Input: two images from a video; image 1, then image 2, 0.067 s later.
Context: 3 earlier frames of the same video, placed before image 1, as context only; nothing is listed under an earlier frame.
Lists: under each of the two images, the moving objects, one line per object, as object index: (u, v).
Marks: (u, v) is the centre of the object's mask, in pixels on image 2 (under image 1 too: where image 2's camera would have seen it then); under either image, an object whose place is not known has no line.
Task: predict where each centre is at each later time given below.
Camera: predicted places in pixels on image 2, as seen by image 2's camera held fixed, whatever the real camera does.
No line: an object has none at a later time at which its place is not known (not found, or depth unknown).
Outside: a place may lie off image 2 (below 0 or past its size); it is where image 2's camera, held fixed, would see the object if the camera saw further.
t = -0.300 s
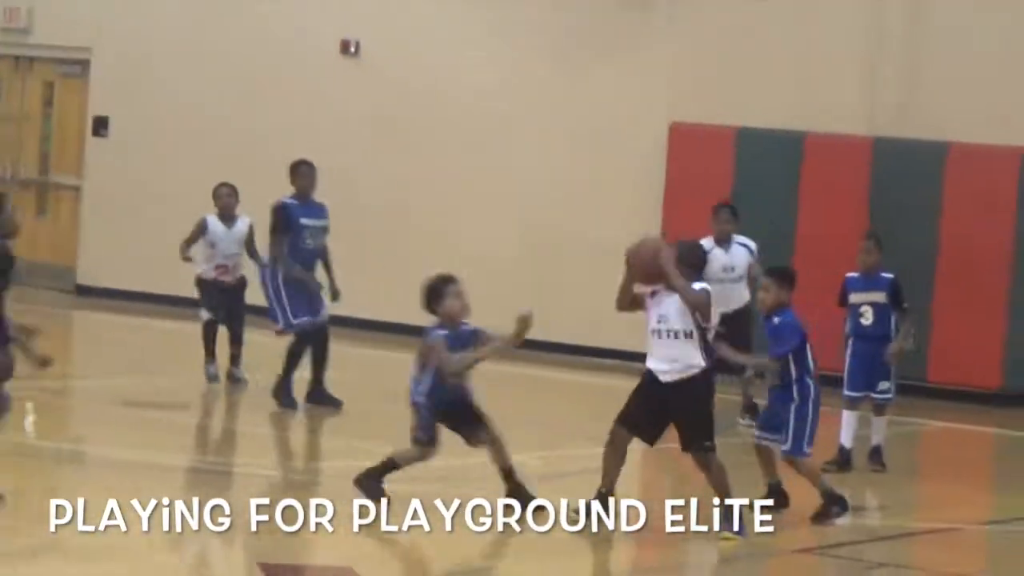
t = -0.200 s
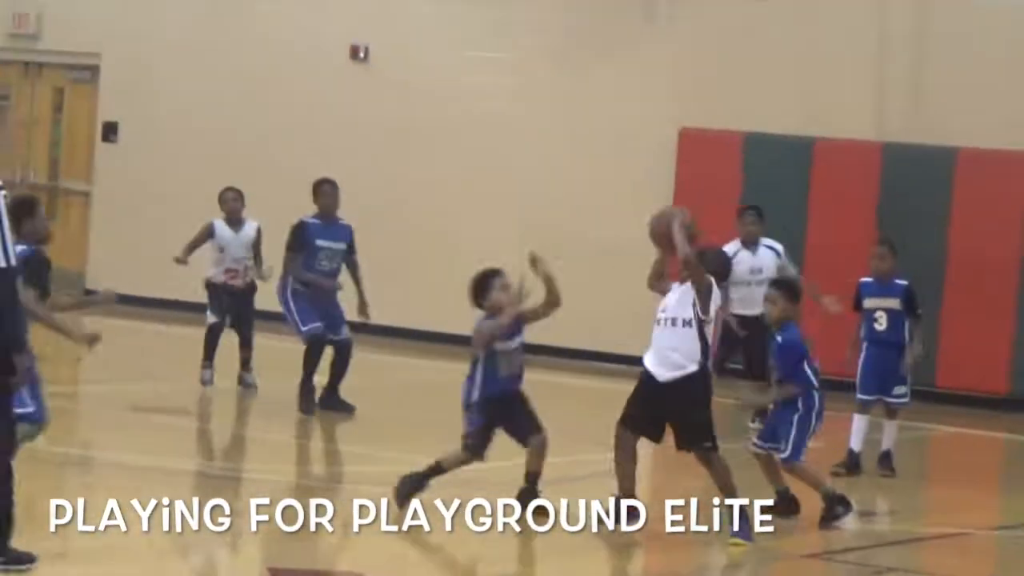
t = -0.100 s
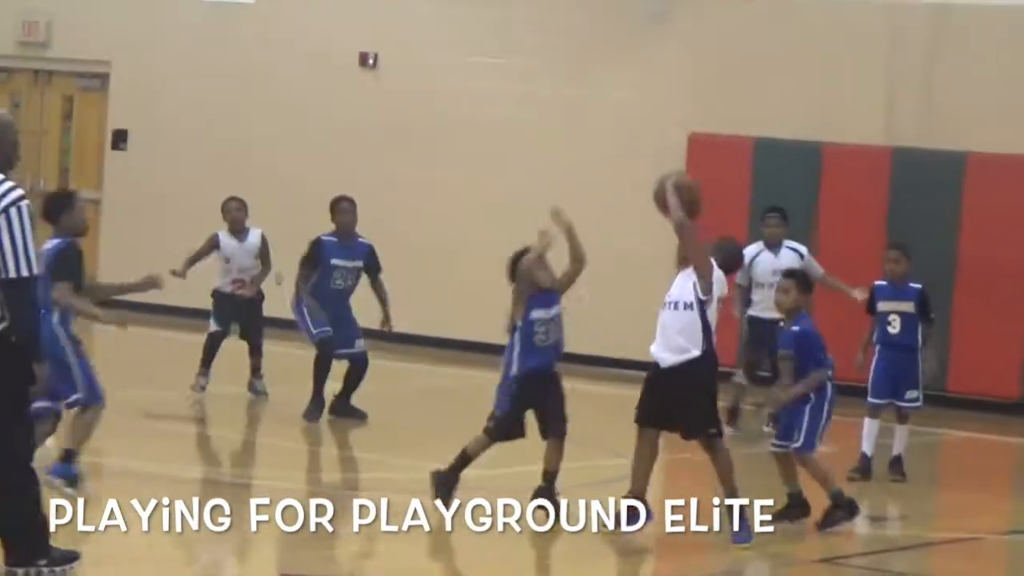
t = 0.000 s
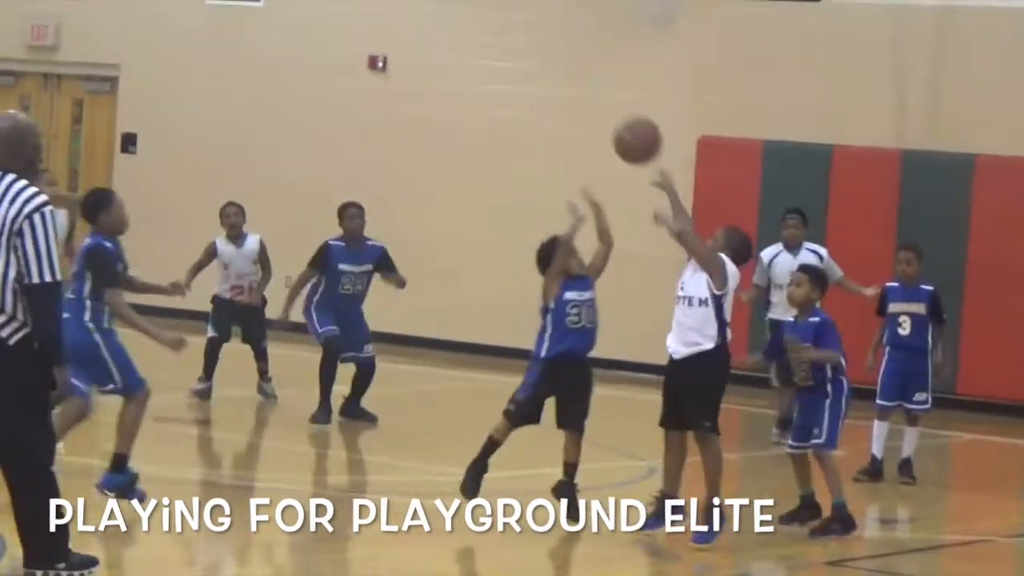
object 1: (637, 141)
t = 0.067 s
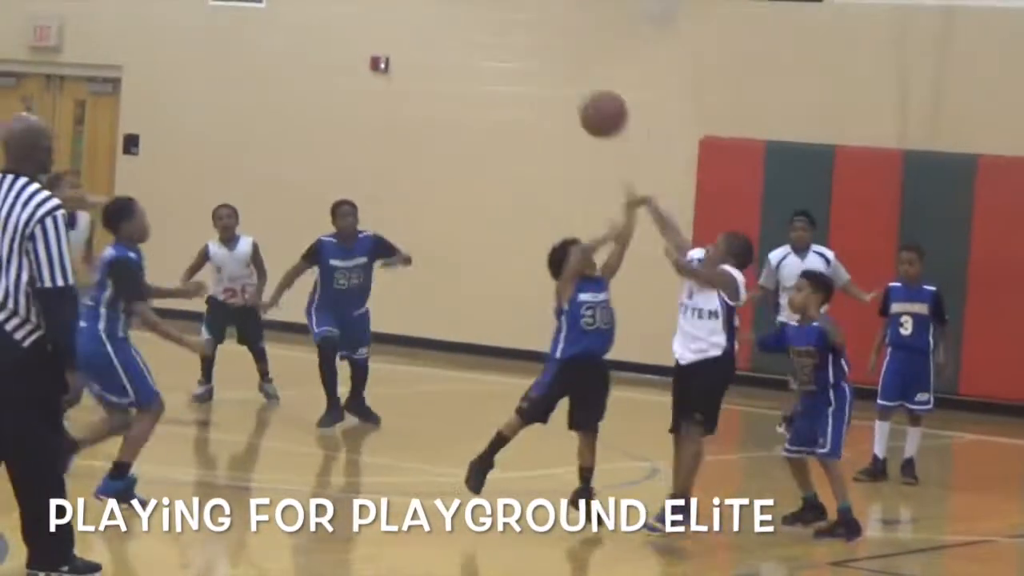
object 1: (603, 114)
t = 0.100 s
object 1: (585, 104)
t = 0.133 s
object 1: (567, 97)
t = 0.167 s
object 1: (551, 92)
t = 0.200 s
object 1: (534, 89)
